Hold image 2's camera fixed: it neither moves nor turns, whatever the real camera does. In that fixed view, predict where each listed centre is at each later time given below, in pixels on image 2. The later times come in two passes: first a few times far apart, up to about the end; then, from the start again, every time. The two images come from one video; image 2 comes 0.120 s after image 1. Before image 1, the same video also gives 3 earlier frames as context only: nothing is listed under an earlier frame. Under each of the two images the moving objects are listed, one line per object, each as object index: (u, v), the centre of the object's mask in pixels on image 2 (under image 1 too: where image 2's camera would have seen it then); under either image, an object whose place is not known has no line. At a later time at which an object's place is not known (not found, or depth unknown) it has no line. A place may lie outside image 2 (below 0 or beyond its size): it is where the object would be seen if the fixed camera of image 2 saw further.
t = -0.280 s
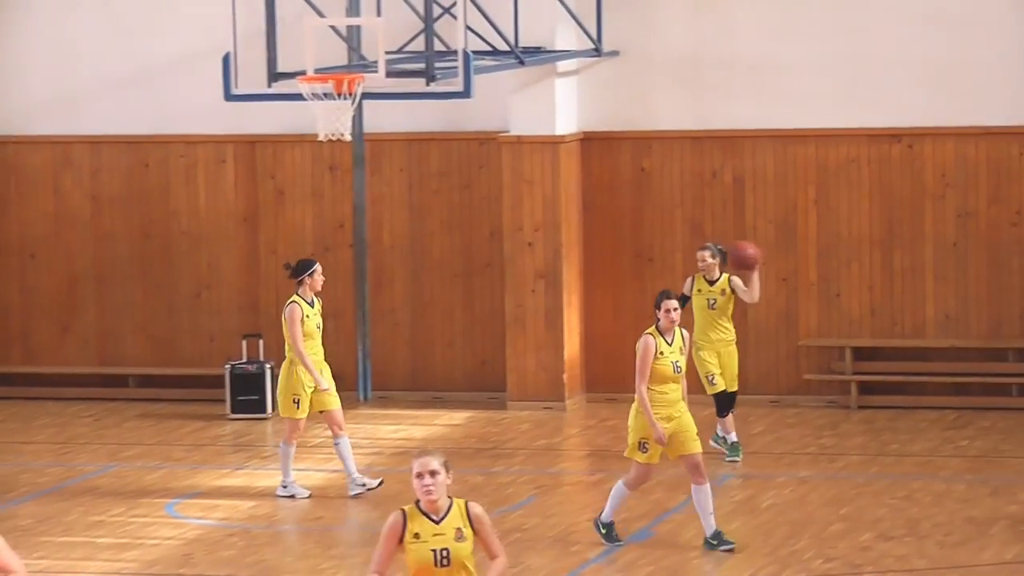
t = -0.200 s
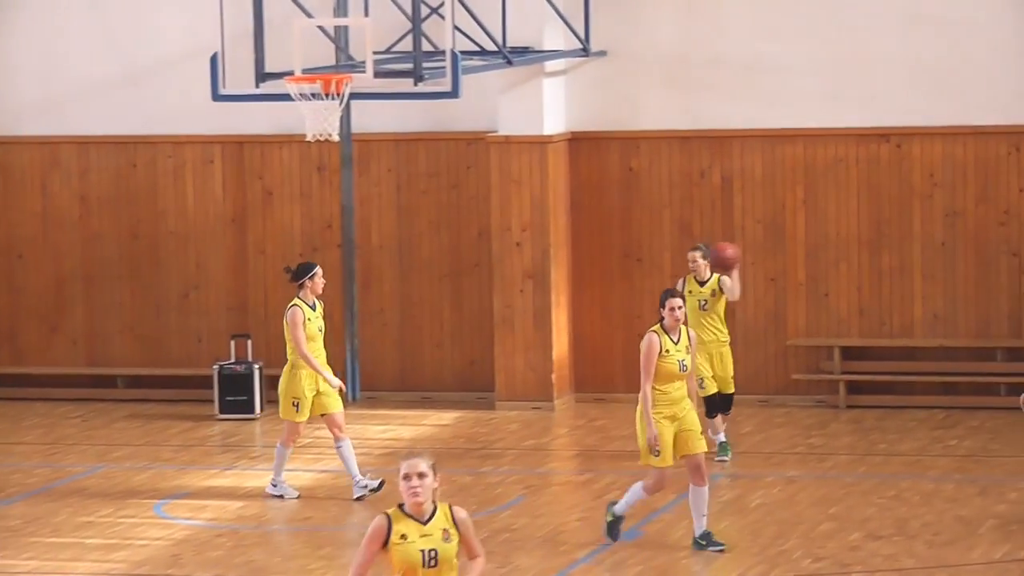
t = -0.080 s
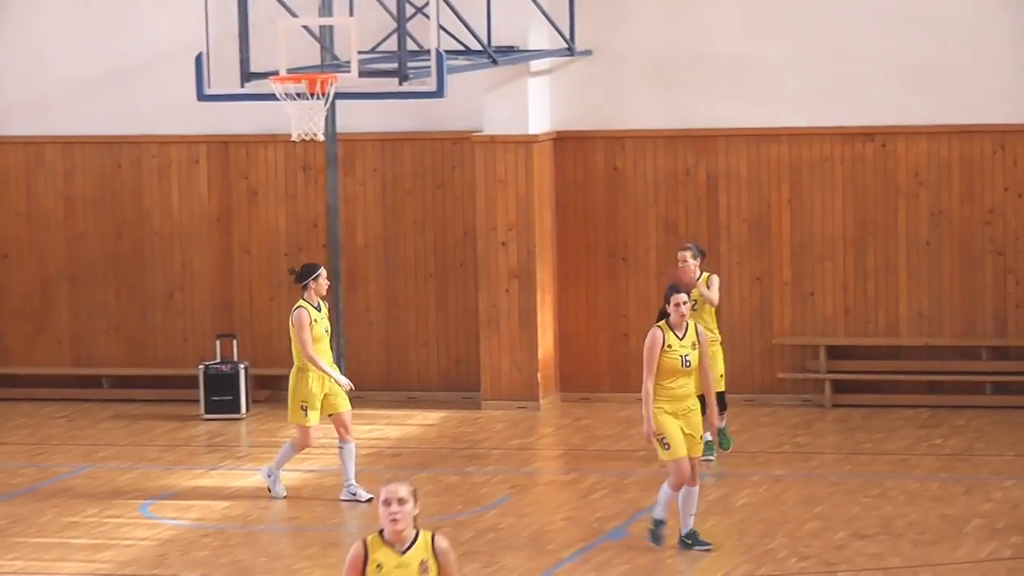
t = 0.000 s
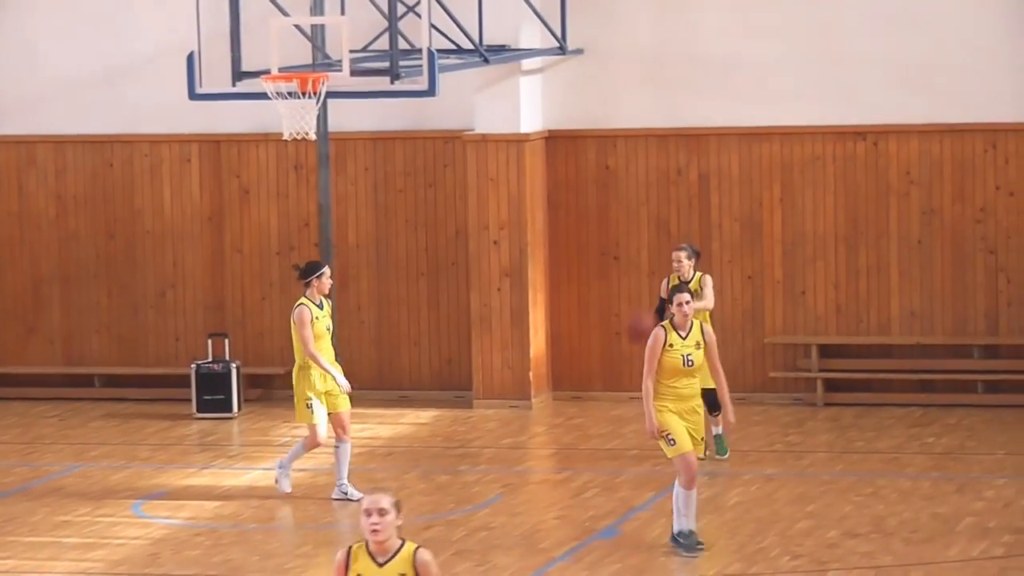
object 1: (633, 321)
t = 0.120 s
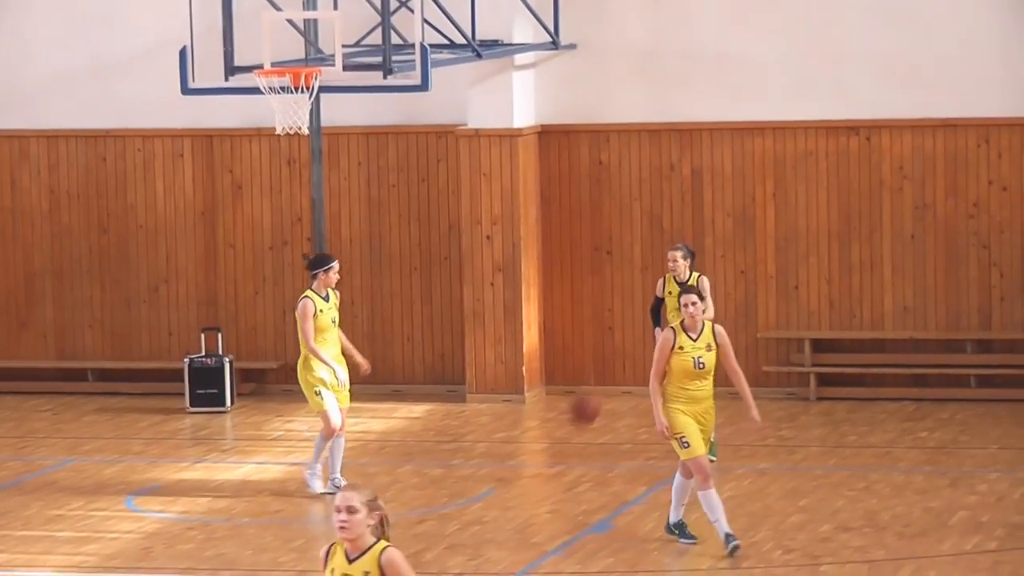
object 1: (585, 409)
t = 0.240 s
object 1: (543, 454)
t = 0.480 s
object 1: (489, 361)
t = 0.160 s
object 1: (567, 443)
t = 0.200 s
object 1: (552, 475)
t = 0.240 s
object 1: (543, 454)
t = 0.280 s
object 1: (534, 432)
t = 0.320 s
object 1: (525, 413)
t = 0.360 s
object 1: (517, 398)
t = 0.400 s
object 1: (509, 381)
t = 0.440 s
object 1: (497, 370)
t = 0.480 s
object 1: (489, 361)
